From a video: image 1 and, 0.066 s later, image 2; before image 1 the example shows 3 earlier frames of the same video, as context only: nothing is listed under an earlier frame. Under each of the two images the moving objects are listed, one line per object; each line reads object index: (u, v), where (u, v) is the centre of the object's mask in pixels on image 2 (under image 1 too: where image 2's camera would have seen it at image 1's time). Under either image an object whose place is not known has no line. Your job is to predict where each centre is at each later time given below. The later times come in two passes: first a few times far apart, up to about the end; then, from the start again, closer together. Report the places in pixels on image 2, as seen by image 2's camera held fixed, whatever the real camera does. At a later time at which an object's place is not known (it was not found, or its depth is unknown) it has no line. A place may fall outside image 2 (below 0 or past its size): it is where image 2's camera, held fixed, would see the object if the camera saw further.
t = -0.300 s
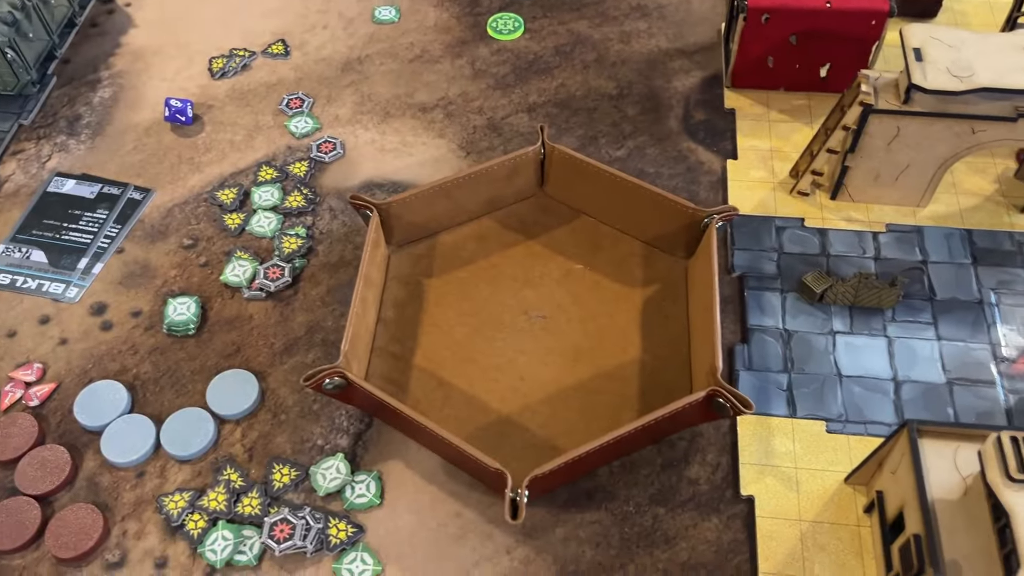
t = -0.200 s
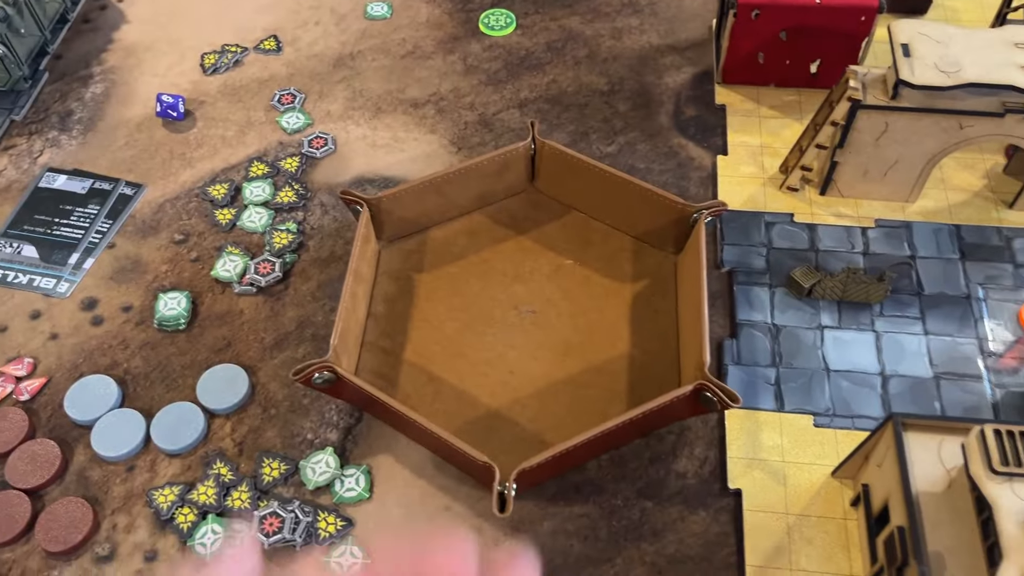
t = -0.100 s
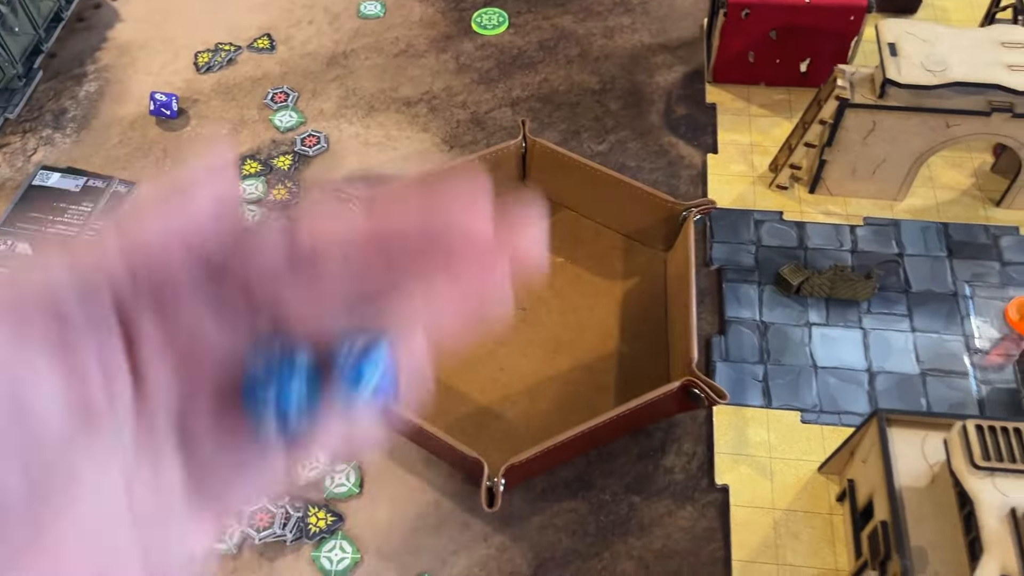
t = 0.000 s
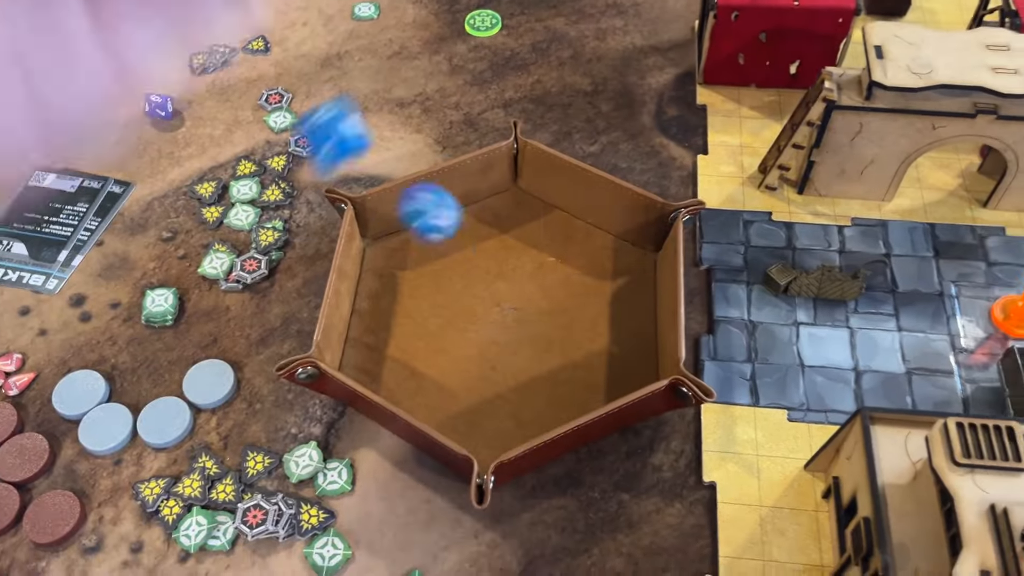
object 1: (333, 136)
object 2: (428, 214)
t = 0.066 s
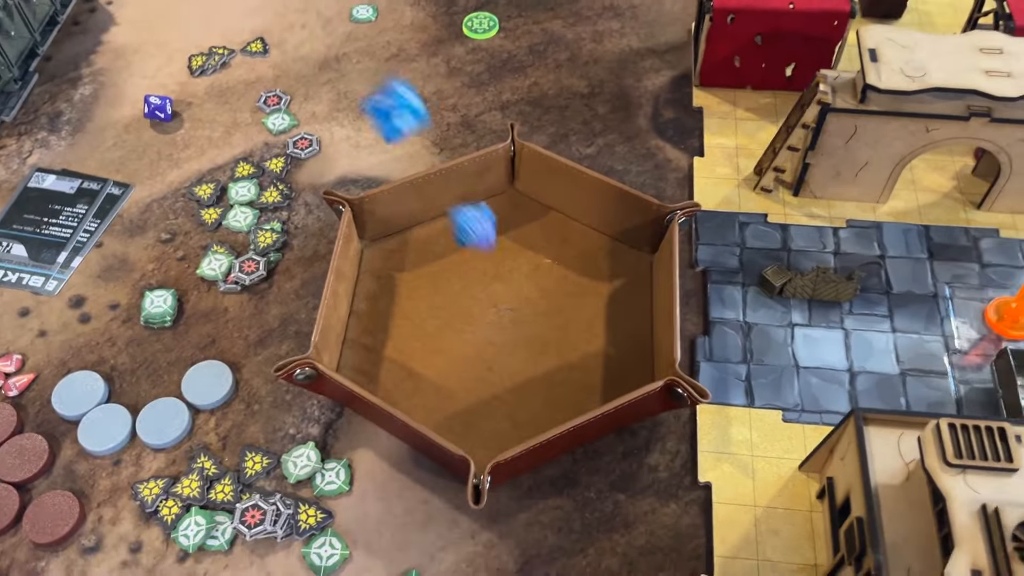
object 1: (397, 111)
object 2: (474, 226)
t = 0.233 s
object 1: (515, 262)
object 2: (589, 219)
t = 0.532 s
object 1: (623, 311)
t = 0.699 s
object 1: (617, 318)
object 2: (577, 253)
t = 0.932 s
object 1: (618, 318)
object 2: (577, 253)
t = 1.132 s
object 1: (618, 318)
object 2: (577, 253)
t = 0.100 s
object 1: (428, 132)
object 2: (493, 252)
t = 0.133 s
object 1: (457, 172)
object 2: (510, 285)
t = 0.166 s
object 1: (478, 213)
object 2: (537, 258)
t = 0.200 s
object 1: (499, 258)
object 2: (566, 230)
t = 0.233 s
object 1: (515, 262)
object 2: (589, 219)
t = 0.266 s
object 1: (535, 271)
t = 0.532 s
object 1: (623, 311)
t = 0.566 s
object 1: (622, 313)
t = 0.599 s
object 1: (622, 314)
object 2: (579, 252)
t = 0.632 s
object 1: (621, 315)
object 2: (577, 253)
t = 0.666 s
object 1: (619, 317)
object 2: (577, 253)
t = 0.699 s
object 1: (617, 318)
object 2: (577, 253)
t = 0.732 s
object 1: (618, 318)
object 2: (577, 253)
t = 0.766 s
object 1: (619, 318)
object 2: (577, 253)
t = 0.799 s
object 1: (618, 318)
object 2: (577, 253)
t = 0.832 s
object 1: (618, 318)
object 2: (577, 253)
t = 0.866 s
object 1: (618, 318)
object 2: (577, 253)
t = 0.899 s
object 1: (618, 318)
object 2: (577, 253)
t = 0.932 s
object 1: (618, 318)
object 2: (577, 253)
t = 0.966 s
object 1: (618, 318)
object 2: (577, 253)
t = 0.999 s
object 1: (618, 318)
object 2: (577, 253)
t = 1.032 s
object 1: (618, 318)
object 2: (577, 253)
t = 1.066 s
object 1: (618, 318)
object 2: (577, 253)
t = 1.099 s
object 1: (618, 318)
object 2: (577, 253)
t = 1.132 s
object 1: (618, 318)
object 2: (577, 253)
